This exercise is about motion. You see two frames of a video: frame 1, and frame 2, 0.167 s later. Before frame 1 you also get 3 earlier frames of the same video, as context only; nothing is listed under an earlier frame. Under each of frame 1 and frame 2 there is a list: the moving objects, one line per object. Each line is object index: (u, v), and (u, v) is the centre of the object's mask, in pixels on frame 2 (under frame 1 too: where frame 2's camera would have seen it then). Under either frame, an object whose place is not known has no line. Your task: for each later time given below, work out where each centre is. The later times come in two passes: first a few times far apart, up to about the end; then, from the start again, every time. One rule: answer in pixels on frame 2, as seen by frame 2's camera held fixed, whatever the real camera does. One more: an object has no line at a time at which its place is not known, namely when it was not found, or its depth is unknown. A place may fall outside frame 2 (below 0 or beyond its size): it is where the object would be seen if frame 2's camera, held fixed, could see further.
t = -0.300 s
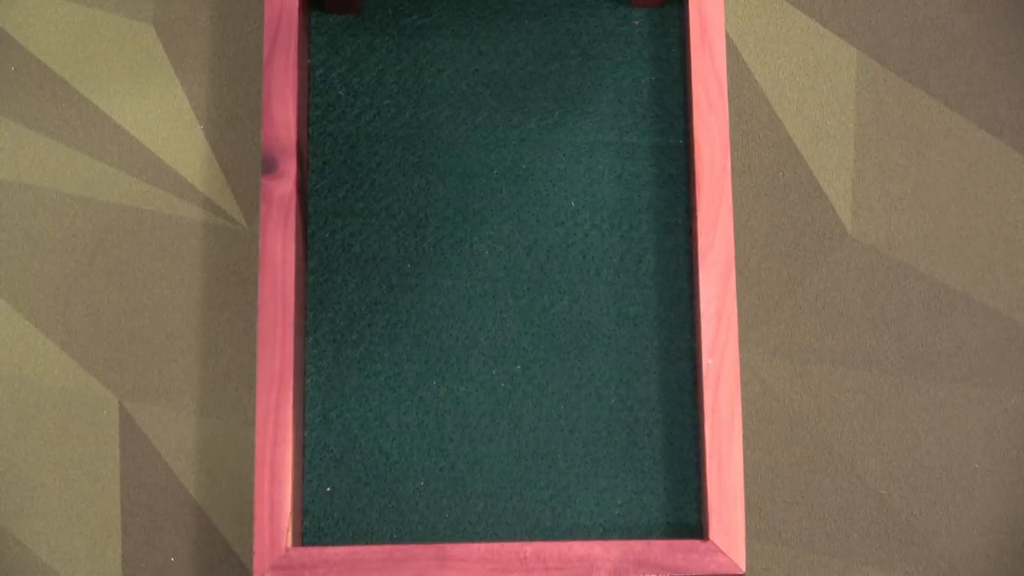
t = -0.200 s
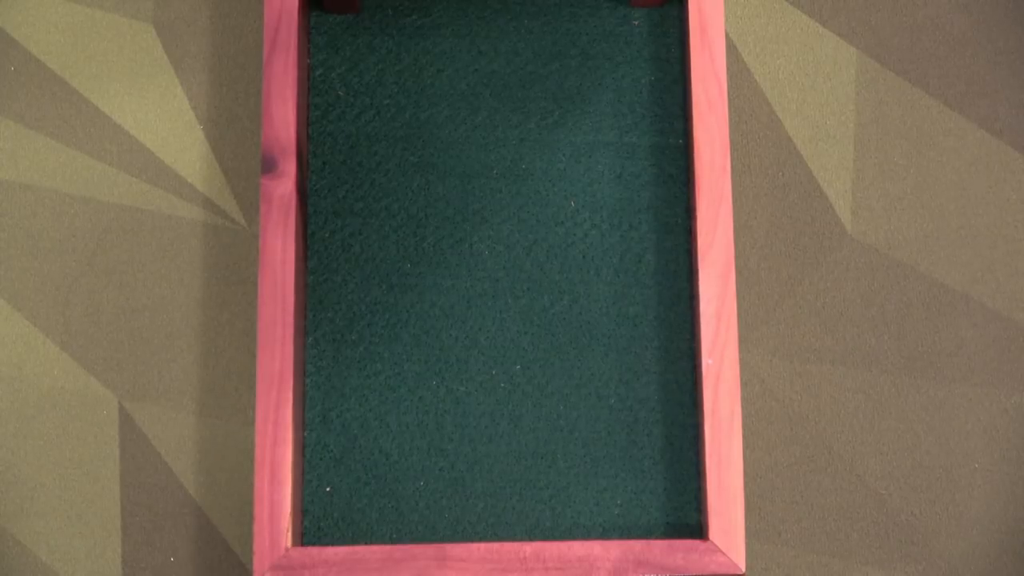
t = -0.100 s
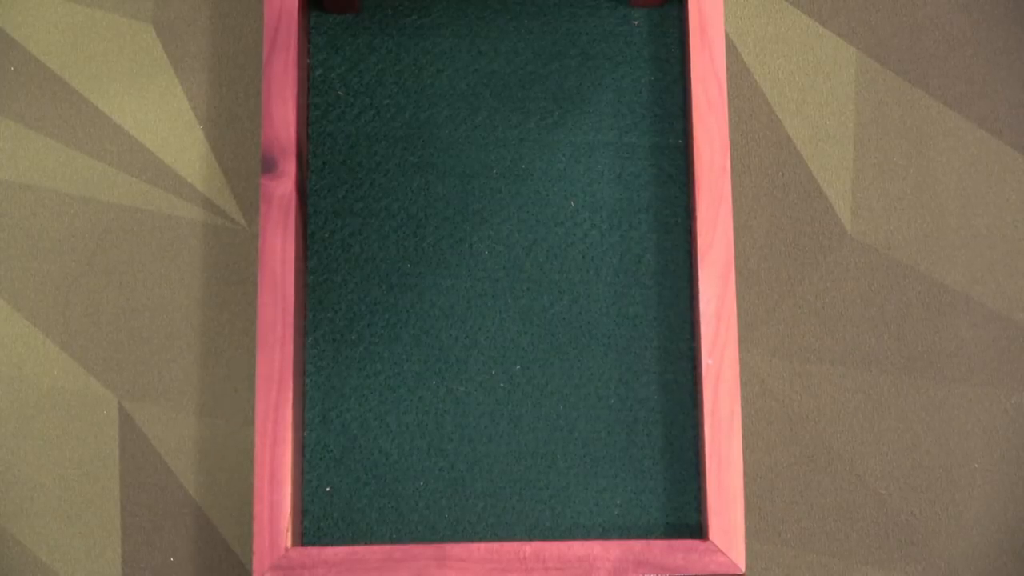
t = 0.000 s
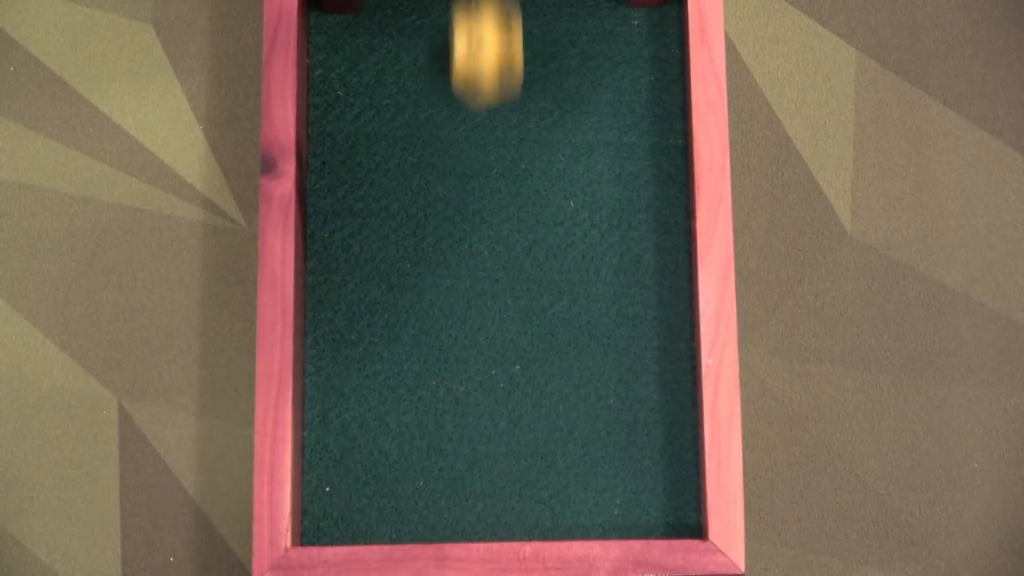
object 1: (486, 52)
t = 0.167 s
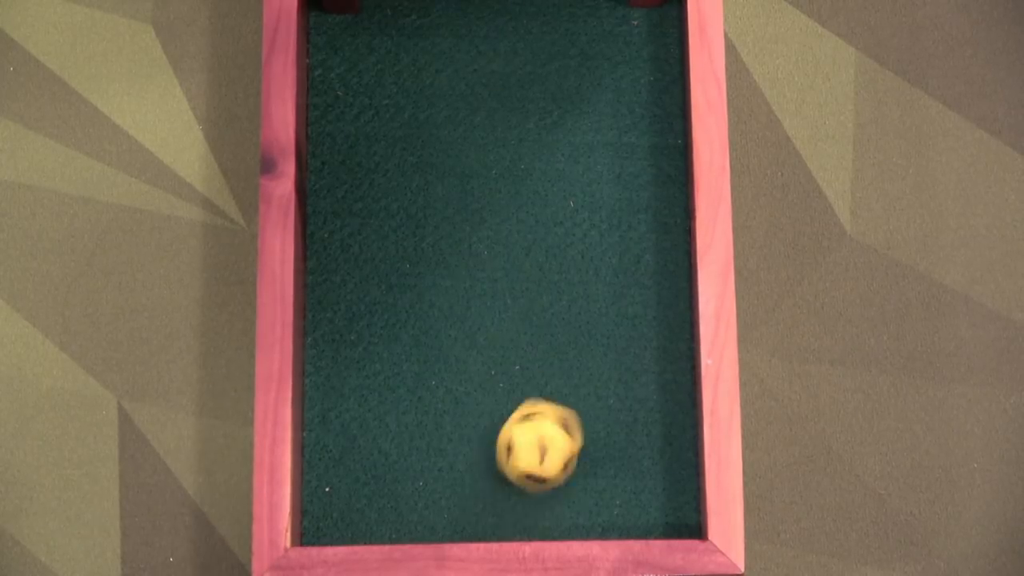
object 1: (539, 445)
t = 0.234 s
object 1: (569, 386)
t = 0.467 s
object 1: (625, 328)
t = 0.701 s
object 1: (617, 304)
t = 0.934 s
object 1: (617, 304)
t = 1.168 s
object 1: (617, 304)
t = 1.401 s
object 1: (617, 304)
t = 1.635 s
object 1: (617, 304)
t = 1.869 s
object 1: (617, 304)
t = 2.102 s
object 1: (617, 304)
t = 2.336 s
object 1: (617, 304)
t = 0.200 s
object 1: (554, 410)
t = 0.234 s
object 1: (569, 386)
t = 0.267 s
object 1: (581, 369)
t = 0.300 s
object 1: (591, 360)
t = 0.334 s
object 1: (600, 351)
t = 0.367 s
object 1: (606, 344)
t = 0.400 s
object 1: (612, 339)
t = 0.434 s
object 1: (618, 334)
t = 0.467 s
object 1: (625, 328)
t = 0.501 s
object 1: (631, 321)
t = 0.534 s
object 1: (632, 314)
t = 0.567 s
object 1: (630, 305)
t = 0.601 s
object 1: (625, 302)
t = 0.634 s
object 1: (617, 301)
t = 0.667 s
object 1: (616, 304)
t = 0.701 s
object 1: (617, 304)
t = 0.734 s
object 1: (617, 304)
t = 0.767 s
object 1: (617, 304)
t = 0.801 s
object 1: (617, 304)
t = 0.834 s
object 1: (617, 304)
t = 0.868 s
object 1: (617, 304)
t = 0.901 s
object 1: (617, 304)
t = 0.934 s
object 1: (617, 304)
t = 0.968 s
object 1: (617, 304)
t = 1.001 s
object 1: (617, 304)
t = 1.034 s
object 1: (617, 304)
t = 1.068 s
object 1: (617, 304)
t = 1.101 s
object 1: (617, 304)
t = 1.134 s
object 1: (617, 304)
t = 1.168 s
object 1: (617, 304)
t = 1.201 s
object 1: (617, 304)
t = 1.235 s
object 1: (617, 304)
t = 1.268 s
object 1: (617, 304)
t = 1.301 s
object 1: (617, 304)
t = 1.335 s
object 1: (617, 304)
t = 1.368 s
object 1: (617, 304)
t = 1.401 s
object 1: (617, 304)
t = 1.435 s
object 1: (617, 304)
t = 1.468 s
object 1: (617, 304)
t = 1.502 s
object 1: (617, 304)
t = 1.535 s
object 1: (617, 304)
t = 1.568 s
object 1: (617, 304)
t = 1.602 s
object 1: (617, 304)
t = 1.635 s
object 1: (617, 304)
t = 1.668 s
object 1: (617, 304)
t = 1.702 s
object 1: (616, 304)
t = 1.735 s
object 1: (617, 304)
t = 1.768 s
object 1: (617, 304)
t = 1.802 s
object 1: (617, 304)
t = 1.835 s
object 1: (617, 304)
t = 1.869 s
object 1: (617, 304)
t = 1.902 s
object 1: (617, 304)
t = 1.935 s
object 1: (617, 304)
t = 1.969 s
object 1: (617, 304)
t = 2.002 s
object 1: (617, 304)
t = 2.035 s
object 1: (617, 304)
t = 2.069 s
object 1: (617, 304)
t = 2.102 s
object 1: (617, 304)
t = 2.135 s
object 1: (617, 304)
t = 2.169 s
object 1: (617, 304)
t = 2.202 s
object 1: (617, 304)
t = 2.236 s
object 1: (617, 304)
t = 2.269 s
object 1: (617, 304)
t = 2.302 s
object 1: (617, 304)
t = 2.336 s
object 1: (617, 304)
